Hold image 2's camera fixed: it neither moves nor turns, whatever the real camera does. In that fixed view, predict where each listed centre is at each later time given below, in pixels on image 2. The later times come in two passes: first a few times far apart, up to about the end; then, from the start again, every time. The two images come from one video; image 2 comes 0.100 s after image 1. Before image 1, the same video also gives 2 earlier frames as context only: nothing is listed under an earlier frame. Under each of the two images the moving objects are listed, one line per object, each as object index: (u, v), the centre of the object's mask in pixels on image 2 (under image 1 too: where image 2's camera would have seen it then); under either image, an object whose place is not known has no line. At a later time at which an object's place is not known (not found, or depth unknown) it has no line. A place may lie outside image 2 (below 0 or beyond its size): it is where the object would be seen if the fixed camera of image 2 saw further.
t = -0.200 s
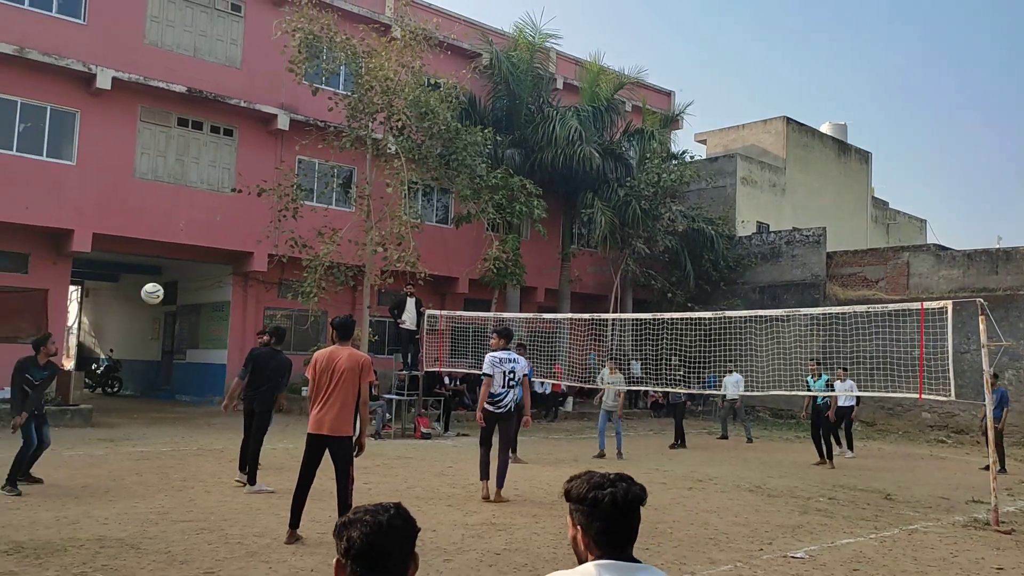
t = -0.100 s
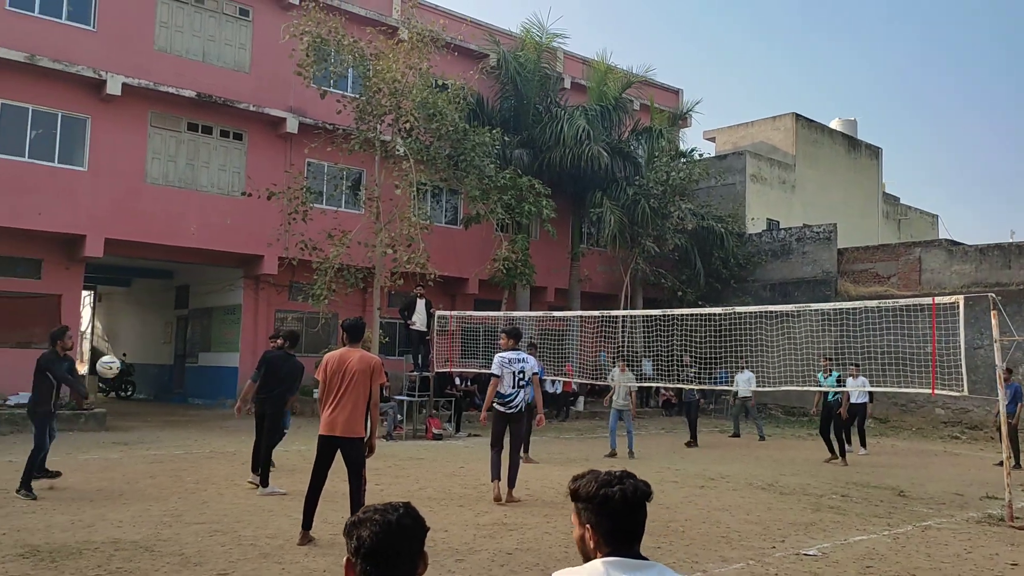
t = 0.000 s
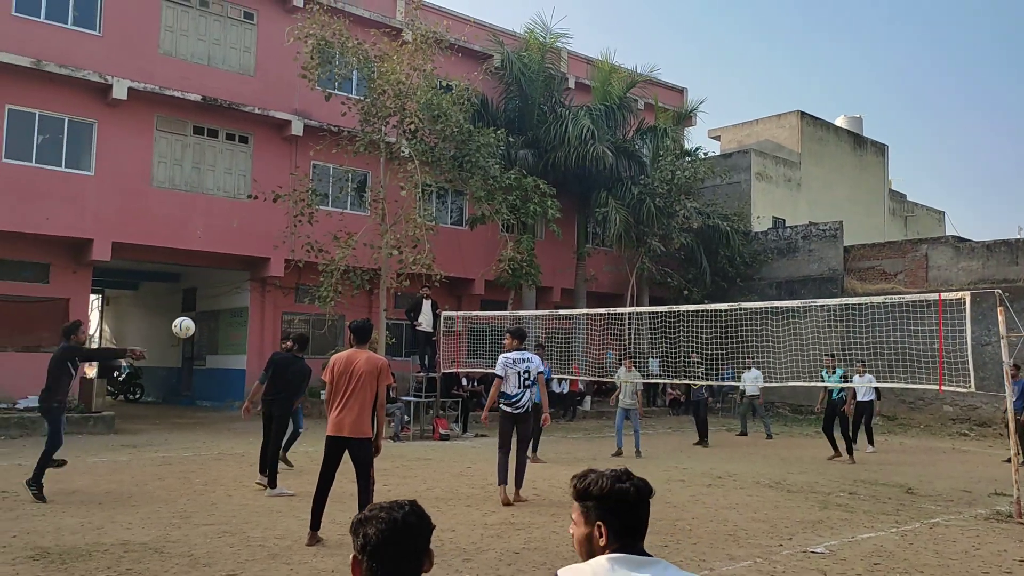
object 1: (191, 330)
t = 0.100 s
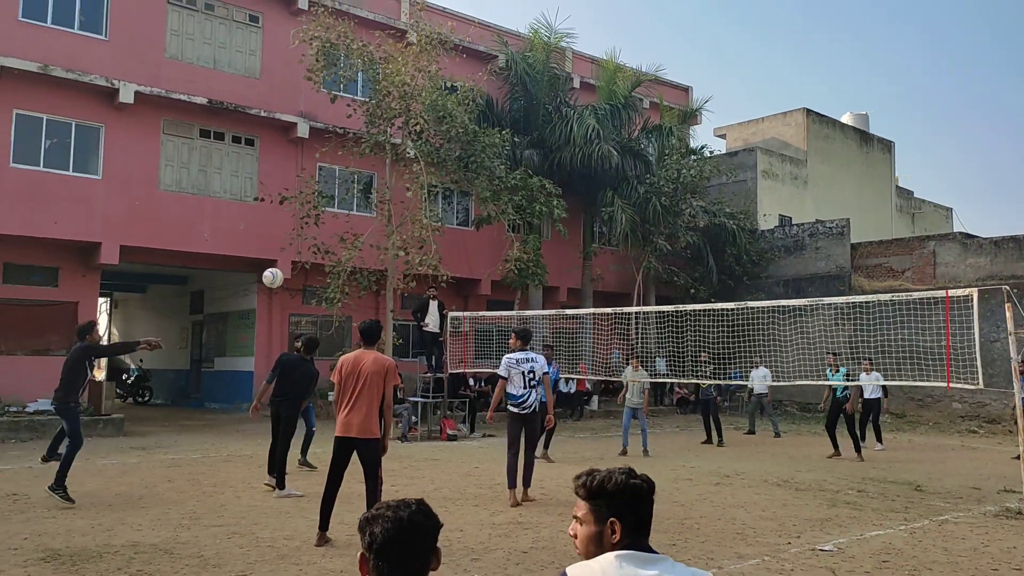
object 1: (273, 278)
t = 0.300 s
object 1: (420, 211)
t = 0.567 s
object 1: (590, 183)
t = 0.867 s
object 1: (756, 222)
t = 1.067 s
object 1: (856, 281)
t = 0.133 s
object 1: (299, 264)
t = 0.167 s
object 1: (324, 250)
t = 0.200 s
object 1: (349, 239)
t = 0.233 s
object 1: (373, 228)
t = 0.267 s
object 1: (397, 218)
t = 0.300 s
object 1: (420, 211)
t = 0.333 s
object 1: (443, 204)
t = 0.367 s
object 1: (465, 197)
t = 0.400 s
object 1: (487, 192)
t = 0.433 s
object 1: (508, 188)
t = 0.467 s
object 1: (529, 185)
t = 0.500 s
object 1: (550, 184)
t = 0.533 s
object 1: (571, 183)
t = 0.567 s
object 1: (590, 183)
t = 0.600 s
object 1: (610, 184)
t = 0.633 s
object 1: (629, 185)
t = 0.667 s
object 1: (648, 188)
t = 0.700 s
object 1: (666, 191)
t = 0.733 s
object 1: (685, 195)
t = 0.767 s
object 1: (704, 200)
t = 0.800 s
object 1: (722, 207)
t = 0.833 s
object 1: (739, 214)
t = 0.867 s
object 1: (756, 222)
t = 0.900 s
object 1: (774, 230)
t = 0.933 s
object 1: (791, 239)
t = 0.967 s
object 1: (807, 249)
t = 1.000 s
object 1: (823, 258)
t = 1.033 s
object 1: (839, 270)
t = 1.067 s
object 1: (856, 281)
